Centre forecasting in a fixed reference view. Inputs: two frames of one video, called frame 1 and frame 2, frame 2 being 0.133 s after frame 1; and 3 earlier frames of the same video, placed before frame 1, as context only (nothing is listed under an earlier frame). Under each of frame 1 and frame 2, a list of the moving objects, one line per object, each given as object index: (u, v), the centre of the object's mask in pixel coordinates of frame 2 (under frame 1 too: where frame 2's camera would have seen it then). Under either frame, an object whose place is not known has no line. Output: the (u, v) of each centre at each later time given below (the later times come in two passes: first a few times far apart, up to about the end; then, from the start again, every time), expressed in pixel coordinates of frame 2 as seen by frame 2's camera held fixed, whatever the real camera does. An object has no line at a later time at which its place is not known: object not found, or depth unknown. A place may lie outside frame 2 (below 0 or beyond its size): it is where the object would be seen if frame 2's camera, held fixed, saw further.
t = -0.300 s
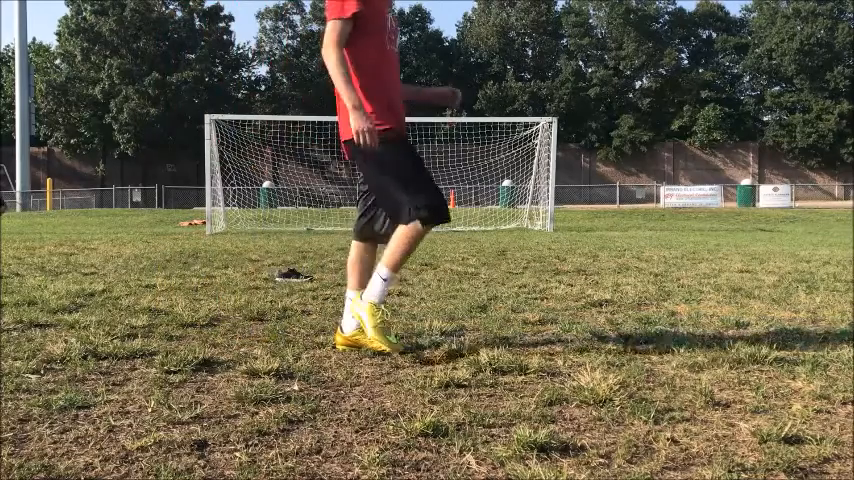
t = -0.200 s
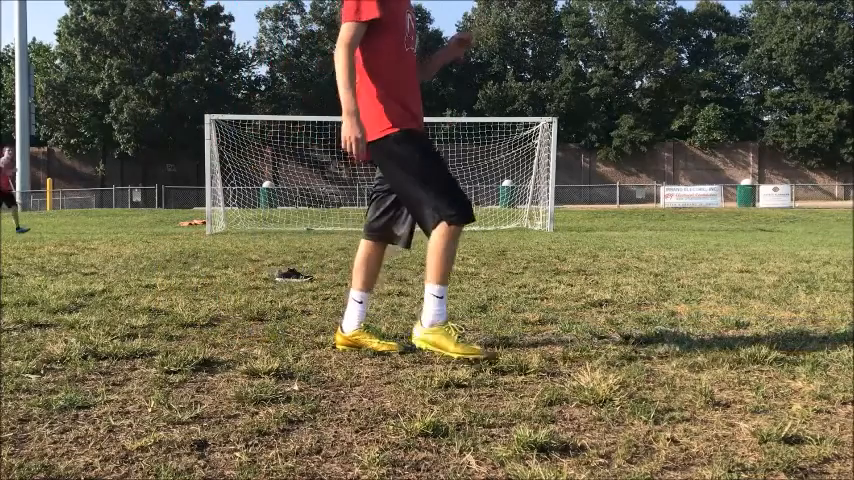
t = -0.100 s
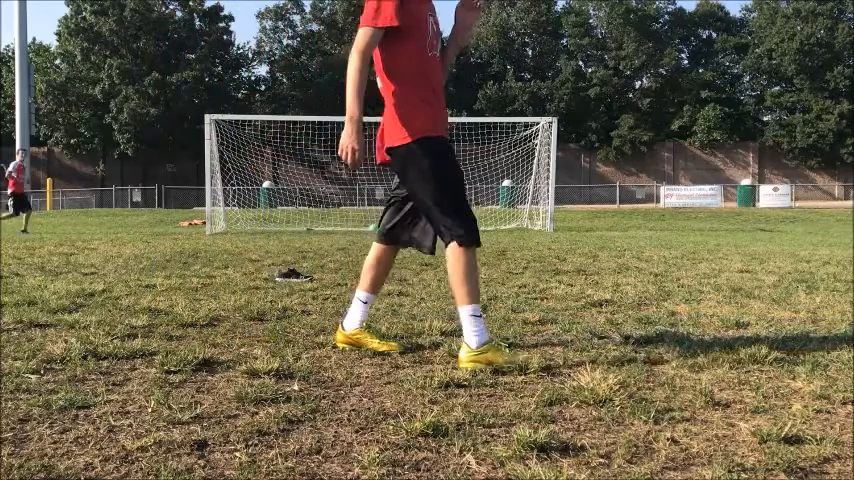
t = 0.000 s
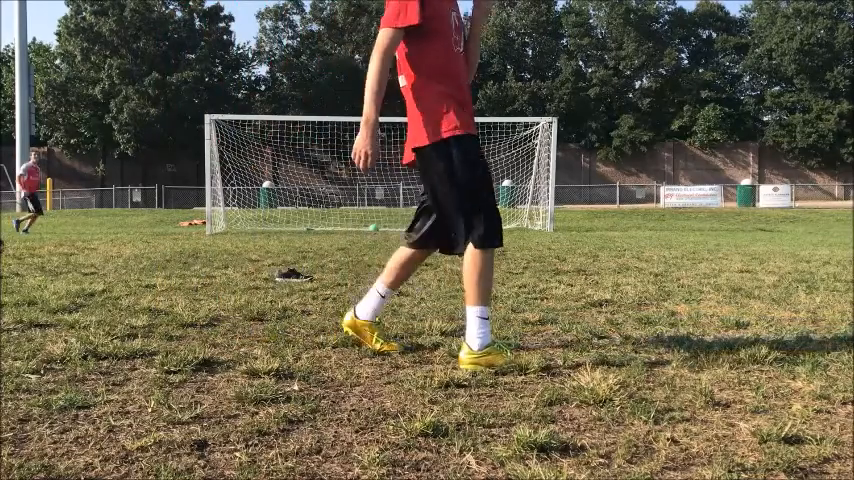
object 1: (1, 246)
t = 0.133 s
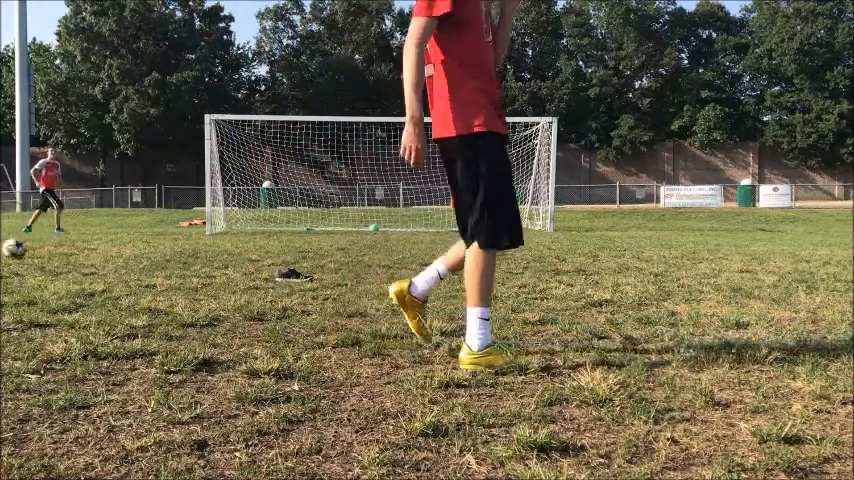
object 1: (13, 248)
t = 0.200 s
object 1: (25, 247)
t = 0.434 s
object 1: (66, 250)
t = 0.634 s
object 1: (103, 255)
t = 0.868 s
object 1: (150, 259)
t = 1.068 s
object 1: (193, 262)
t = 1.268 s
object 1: (234, 265)
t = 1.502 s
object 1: (289, 269)
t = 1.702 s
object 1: (340, 272)
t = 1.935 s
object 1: (402, 276)
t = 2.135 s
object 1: (462, 281)
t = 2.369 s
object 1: (533, 286)
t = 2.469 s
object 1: (567, 288)
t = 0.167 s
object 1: (19, 247)
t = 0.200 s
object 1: (25, 247)
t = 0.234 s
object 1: (30, 248)
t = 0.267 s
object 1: (36, 249)
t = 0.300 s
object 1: (42, 250)
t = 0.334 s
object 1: (48, 248)
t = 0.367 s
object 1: (53, 248)
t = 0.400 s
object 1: (59, 248)
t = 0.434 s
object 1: (66, 250)
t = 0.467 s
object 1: (72, 253)
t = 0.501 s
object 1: (78, 253)
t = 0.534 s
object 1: (84, 252)
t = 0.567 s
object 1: (91, 252)
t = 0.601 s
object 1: (97, 253)
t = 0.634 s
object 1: (103, 255)
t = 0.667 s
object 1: (110, 254)
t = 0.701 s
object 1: (116, 254)
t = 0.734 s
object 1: (123, 255)
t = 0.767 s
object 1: (129, 257)
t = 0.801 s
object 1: (135, 259)
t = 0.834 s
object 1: (142, 258)
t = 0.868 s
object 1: (150, 259)
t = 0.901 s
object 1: (157, 260)
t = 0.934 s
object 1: (164, 262)
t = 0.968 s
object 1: (170, 261)
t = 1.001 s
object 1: (179, 260)
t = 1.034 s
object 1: (186, 260)
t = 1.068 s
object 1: (193, 262)
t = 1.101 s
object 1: (201, 264)
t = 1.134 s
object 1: (207, 264)
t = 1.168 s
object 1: (214, 262)
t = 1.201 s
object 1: (221, 262)
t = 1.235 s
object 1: (228, 263)
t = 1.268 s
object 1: (234, 265)
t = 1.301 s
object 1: (242, 268)
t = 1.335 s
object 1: (249, 268)
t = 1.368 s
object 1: (259, 269)
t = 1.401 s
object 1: (265, 269)
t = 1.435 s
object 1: (273, 269)
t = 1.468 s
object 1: (281, 269)
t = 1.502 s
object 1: (289, 269)
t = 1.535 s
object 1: (297, 270)
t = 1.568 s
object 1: (306, 271)
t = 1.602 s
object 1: (315, 270)
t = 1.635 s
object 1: (322, 272)
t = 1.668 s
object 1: (332, 272)
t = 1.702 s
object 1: (340, 272)
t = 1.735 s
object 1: (348, 273)
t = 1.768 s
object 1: (357, 274)
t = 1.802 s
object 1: (366, 275)
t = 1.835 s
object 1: (376, 275)
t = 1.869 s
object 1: (384, 275)
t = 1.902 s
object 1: (393, 275)
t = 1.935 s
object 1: (402, 276)
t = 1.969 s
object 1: (411, 278)
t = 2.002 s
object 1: (421, 278)
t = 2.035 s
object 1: (431, 279)
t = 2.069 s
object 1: (442, 279)
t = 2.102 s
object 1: (451, 279)
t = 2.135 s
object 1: (462, 281)
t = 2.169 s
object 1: (472, 281)
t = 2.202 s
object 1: (481, 282)
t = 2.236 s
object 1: (493, 284)
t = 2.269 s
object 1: (501, 285)
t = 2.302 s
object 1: (512, 286)
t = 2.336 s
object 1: (523, 285)
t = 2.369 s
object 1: (533, 286)
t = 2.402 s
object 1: (544, 287)
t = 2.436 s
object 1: (556, 288)
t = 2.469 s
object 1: (567, 288)
